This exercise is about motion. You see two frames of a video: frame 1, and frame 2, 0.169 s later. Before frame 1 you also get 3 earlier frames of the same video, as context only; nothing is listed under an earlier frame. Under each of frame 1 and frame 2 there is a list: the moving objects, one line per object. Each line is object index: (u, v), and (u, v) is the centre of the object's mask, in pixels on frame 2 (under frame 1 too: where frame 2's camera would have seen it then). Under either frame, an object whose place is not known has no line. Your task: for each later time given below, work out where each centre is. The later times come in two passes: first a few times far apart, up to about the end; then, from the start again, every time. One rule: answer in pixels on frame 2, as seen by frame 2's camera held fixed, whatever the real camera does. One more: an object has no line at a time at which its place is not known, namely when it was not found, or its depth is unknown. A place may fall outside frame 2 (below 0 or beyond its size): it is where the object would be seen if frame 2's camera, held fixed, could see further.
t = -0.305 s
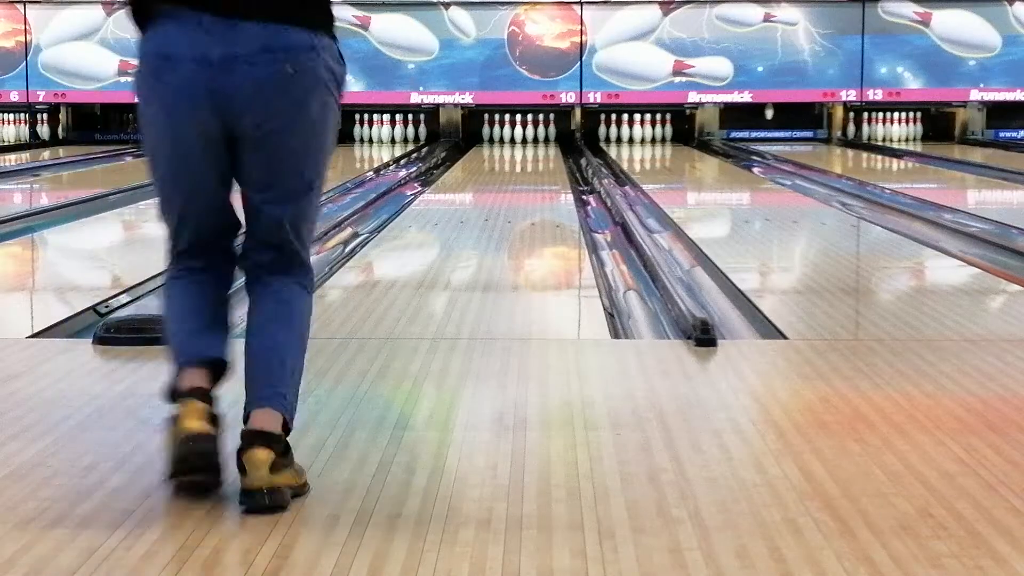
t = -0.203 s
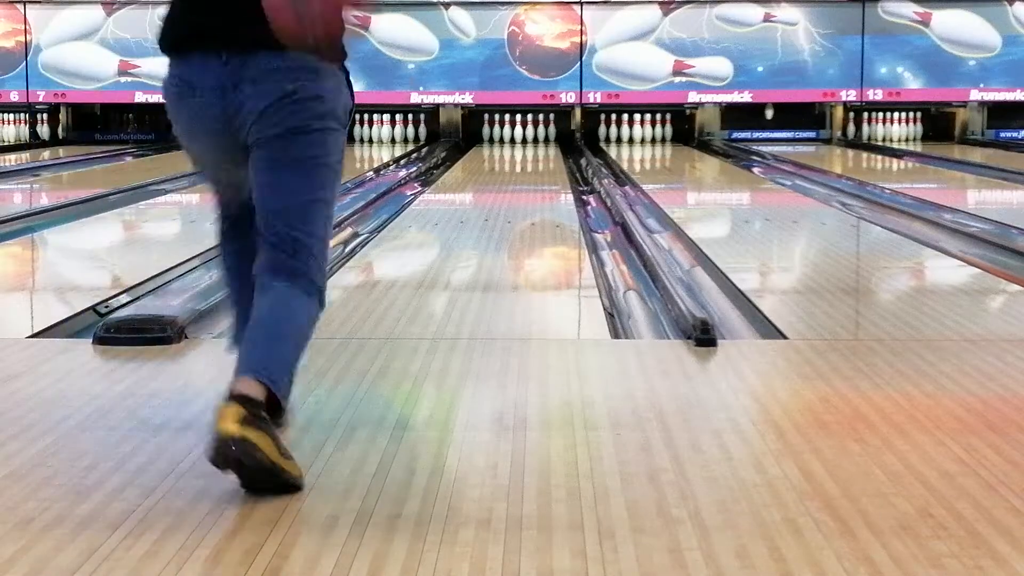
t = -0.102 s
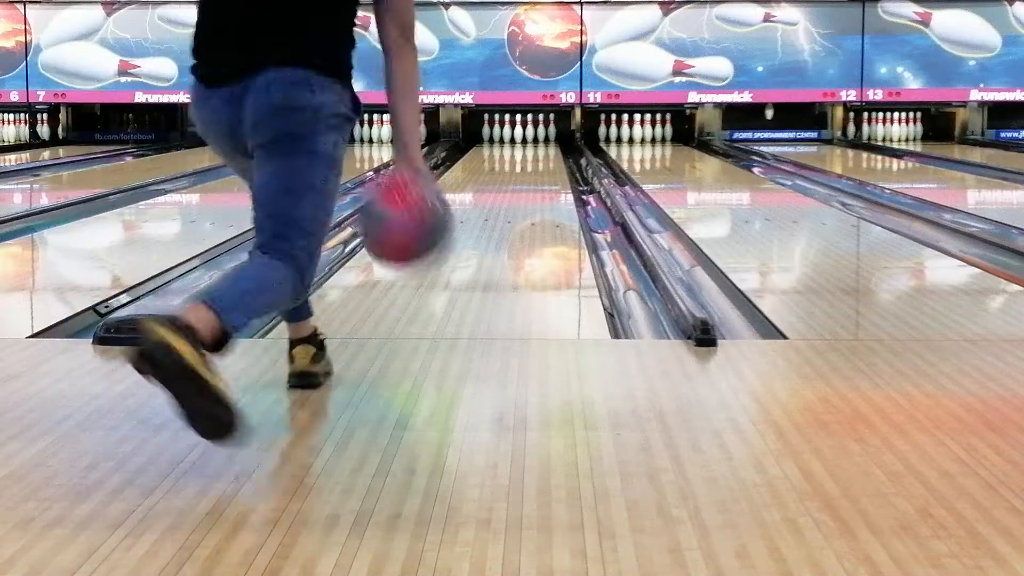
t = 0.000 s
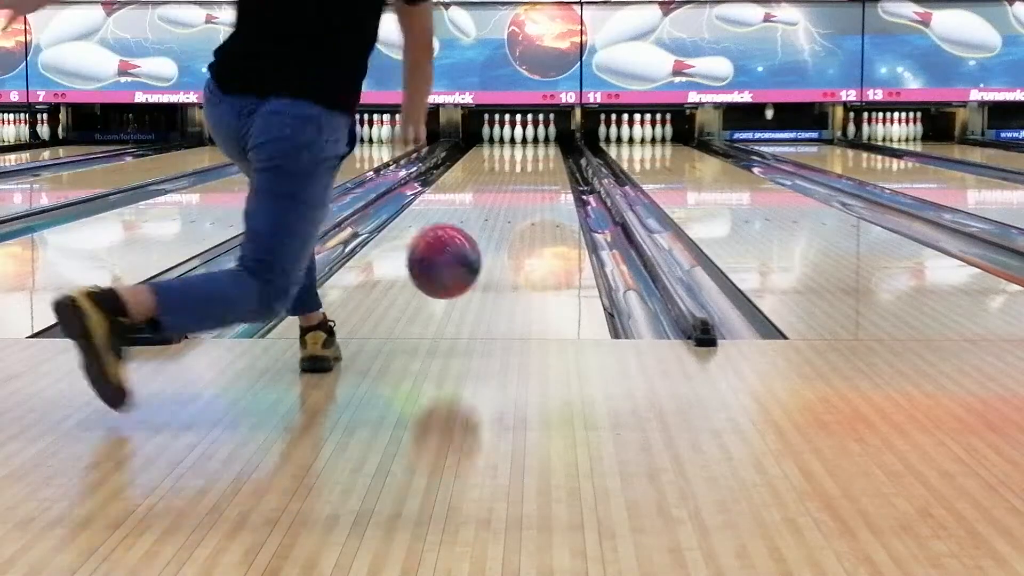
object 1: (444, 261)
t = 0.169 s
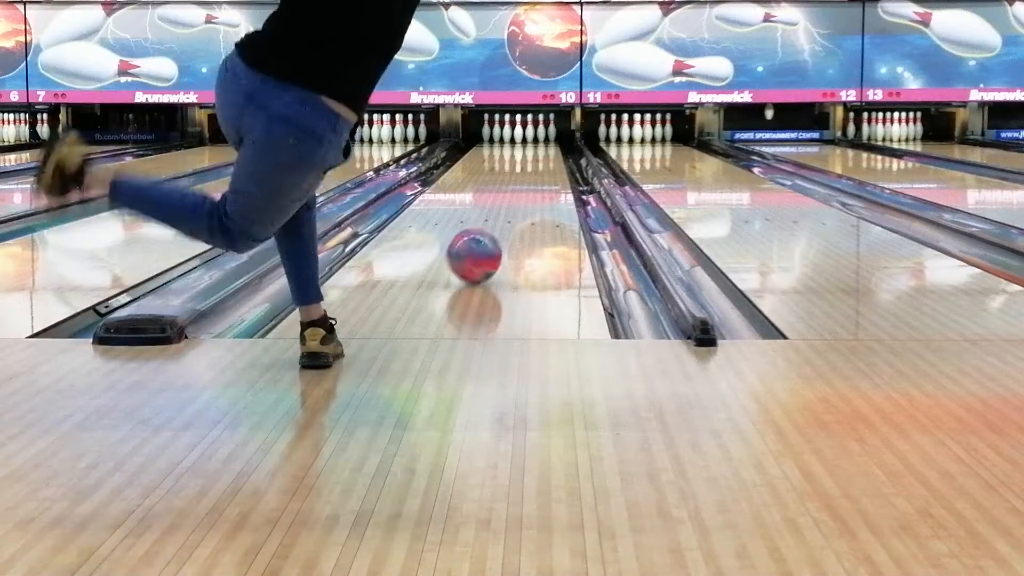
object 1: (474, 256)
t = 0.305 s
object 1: (489, 226)
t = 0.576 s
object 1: (507, 192)
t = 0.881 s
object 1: (519, 168)
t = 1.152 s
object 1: (525, 154)
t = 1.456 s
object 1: (530, 144)
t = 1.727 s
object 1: (533, 138)
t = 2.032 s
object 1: (550, 133)
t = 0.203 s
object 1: (479, 248)
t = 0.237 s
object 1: (482, 240)
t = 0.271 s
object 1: (486, 233)
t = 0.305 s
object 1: (489, 226)
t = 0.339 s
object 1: (492, 221)
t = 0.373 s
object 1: (494, 216)
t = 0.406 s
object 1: (497, 211)
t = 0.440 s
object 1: (499, 207)
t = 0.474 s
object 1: (501, 203)
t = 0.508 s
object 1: (503, 198)
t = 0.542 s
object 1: (505, 195)
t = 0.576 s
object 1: (507, 192)
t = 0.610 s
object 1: (509, 188)
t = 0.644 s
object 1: (511, 185)
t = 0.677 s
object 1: (512, 182)
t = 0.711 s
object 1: (513, 179)
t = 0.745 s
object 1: (514, 177)
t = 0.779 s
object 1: (515, 175)
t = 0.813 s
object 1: (516, 172)
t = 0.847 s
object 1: (517, 170)
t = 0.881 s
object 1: (519, 168)
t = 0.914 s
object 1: (519, 166)
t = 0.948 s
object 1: (520, 164)
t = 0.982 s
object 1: (522, 163)
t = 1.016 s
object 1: (522, 161)
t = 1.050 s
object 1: (522, 159)
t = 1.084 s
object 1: (523, 157)
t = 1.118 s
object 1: (524, 156)
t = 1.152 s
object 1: (525, 154)
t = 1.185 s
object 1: (525, 153)
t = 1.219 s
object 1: (526, 152)
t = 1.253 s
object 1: (527, 150)
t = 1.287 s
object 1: (528, 150)
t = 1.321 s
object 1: (528, 148)
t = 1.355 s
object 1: (529, 147)
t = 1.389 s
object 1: (529, 146)
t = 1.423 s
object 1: (529, 145)
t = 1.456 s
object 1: (530, 144)
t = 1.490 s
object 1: (530, 144)
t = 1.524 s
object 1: (531, 142)
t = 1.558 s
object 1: (531, 141)
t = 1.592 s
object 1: (532, 141)
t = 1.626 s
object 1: (532, 139)
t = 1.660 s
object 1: (532, 139)
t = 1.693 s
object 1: (533, 138)
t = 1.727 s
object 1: (533, 138)
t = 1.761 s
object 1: (533, 136)
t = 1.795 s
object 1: (533, 136)
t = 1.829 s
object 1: (534, 136)
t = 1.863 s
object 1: (534, 136)
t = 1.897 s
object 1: (538, 135)
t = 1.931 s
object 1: (542, 134)
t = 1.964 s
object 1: (544, 134)
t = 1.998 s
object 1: (547, 133)
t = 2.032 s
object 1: (550, 133)
